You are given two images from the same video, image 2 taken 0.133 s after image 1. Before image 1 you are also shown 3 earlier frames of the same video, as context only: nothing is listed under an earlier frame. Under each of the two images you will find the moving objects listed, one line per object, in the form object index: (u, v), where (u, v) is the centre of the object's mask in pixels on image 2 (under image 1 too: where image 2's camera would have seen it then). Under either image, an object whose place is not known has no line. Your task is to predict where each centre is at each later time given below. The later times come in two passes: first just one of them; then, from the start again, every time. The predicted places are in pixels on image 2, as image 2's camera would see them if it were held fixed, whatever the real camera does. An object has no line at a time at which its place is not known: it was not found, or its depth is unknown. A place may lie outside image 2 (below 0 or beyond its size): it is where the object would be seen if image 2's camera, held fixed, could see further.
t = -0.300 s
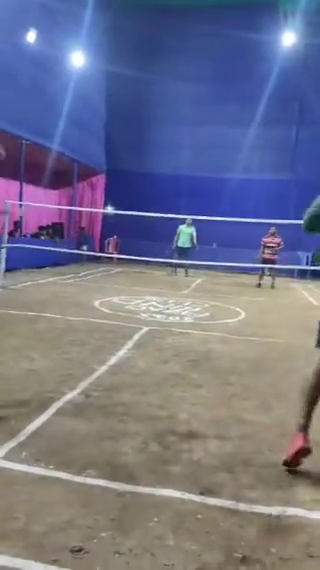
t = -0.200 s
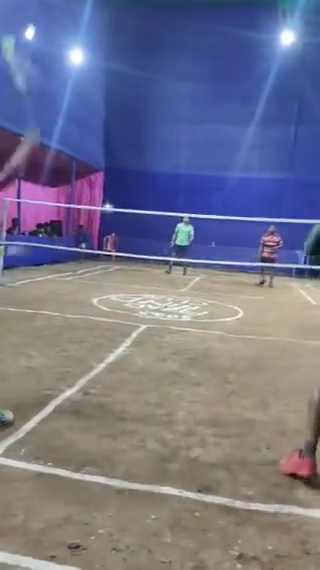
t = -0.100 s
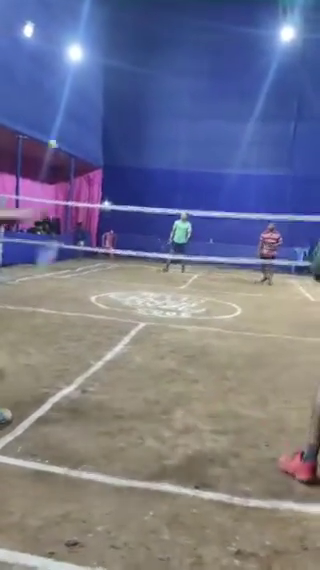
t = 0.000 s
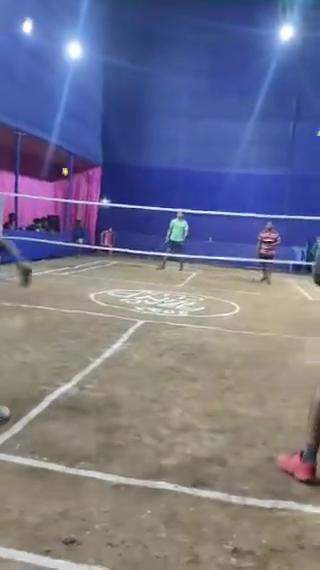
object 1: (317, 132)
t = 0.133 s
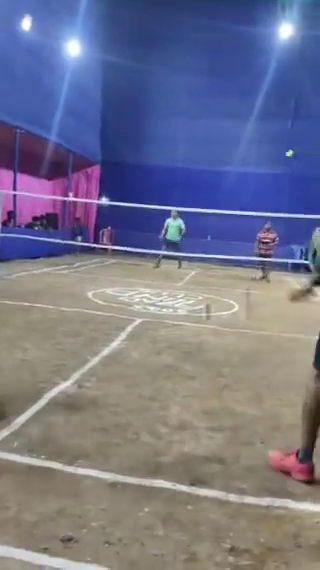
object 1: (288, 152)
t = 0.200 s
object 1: (279, 163)
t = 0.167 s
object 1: (284, 158)
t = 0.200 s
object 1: (279, 163)
